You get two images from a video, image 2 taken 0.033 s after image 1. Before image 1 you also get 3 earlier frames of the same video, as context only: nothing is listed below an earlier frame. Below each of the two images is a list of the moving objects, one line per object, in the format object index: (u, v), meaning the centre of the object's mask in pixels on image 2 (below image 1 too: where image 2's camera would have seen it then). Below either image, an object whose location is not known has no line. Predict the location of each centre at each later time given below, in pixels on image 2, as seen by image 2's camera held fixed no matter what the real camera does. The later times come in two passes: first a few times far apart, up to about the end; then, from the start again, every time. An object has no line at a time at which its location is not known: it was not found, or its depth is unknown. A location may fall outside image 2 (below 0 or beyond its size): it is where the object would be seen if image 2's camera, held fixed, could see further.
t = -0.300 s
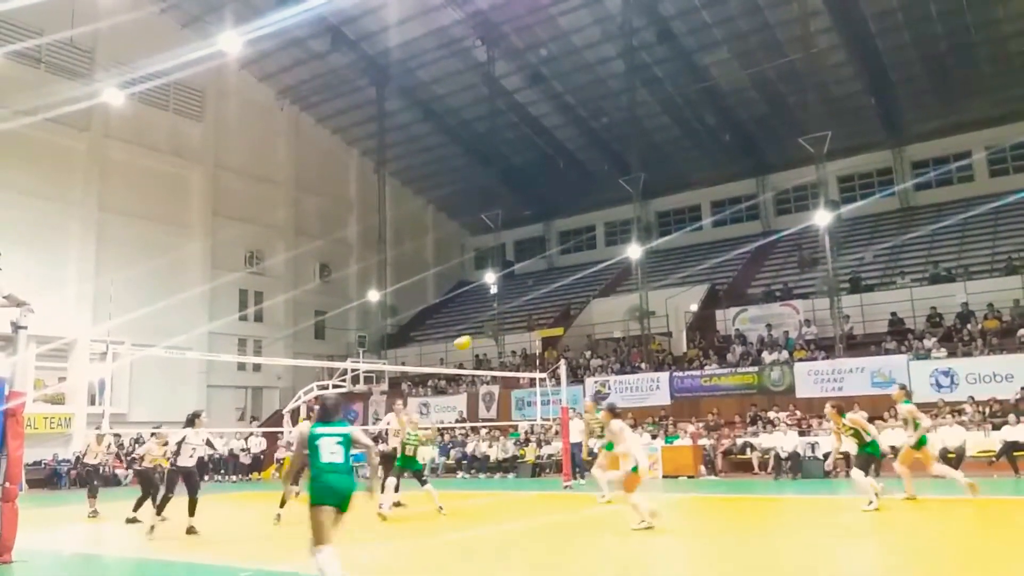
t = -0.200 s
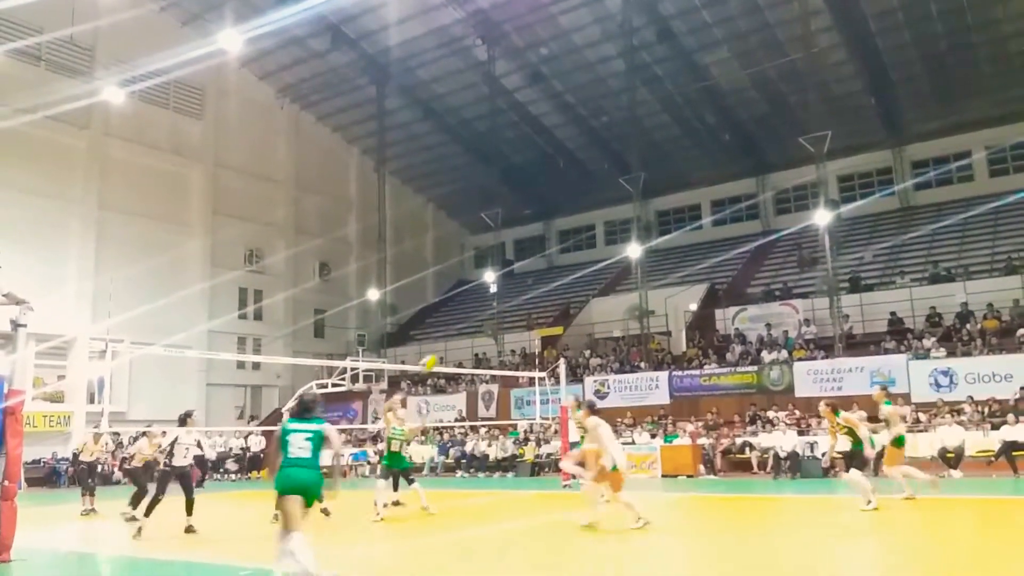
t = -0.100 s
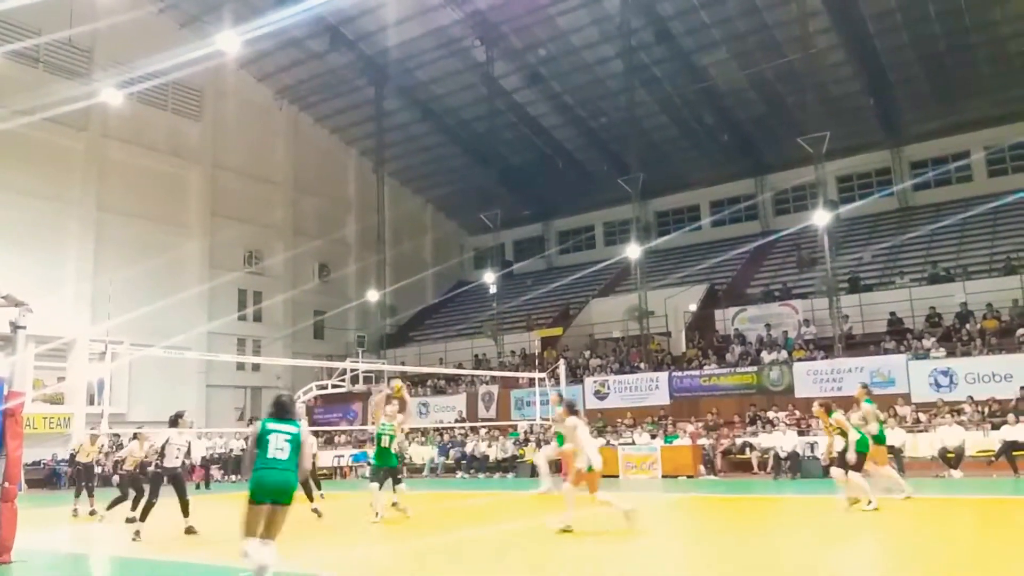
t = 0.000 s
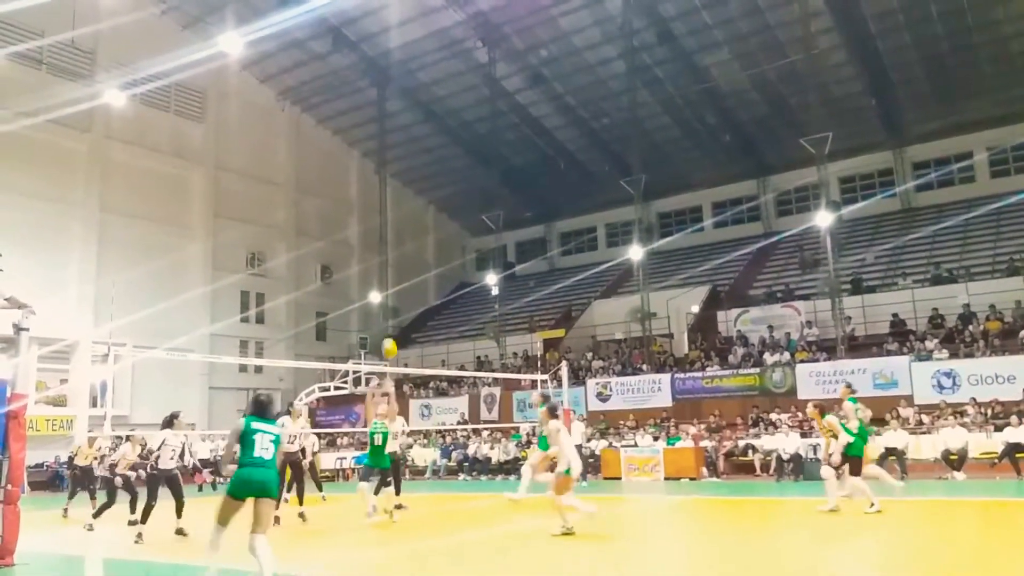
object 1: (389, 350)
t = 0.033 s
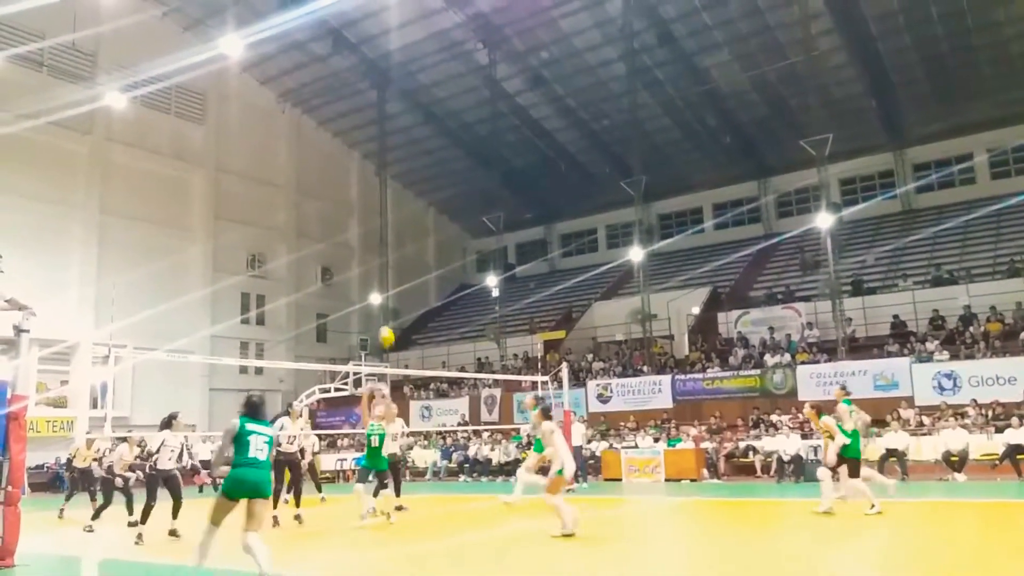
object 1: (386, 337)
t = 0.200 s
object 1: (370, 280)
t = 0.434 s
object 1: (346, 232)
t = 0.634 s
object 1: (324, 218)
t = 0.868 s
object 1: (297, 239)
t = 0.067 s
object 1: (383, 324)
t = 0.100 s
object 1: (381, 314)
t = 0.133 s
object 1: (377, 301)
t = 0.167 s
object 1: (373, 288)
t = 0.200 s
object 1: (370, 280)
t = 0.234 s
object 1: (366, 271)
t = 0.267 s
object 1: (363, 263)
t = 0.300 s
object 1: (359, 256)
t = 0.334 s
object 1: (355, 248)
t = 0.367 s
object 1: (352, 243)
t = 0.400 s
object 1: (349, 237)
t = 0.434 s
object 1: (346, 232)
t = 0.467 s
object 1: (343, 229)
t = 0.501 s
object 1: (338, 225)
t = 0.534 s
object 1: (335, 222)
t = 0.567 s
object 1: (331, 220)
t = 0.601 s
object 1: (328, 219)
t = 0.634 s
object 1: (324, 218)
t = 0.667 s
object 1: (320, 219)
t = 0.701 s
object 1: (317, 220)
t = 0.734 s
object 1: (313, 222)
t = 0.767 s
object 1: (310, 224)
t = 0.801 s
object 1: (305, 229)
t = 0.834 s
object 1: (301, 233)
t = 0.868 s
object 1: (297, 239)
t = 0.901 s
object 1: (292, 246)
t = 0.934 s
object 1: (289, 252)
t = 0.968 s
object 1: (285, 259)
